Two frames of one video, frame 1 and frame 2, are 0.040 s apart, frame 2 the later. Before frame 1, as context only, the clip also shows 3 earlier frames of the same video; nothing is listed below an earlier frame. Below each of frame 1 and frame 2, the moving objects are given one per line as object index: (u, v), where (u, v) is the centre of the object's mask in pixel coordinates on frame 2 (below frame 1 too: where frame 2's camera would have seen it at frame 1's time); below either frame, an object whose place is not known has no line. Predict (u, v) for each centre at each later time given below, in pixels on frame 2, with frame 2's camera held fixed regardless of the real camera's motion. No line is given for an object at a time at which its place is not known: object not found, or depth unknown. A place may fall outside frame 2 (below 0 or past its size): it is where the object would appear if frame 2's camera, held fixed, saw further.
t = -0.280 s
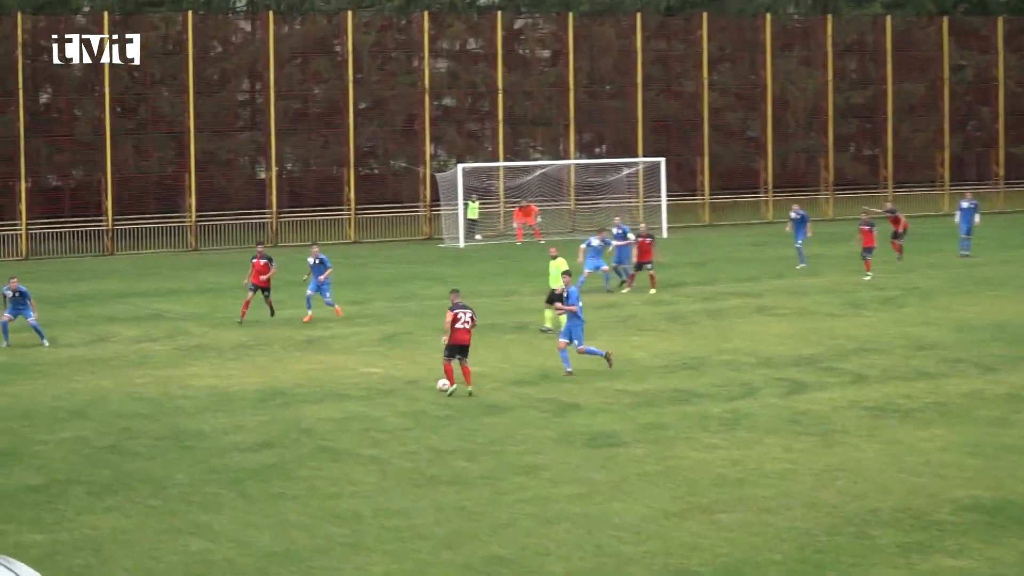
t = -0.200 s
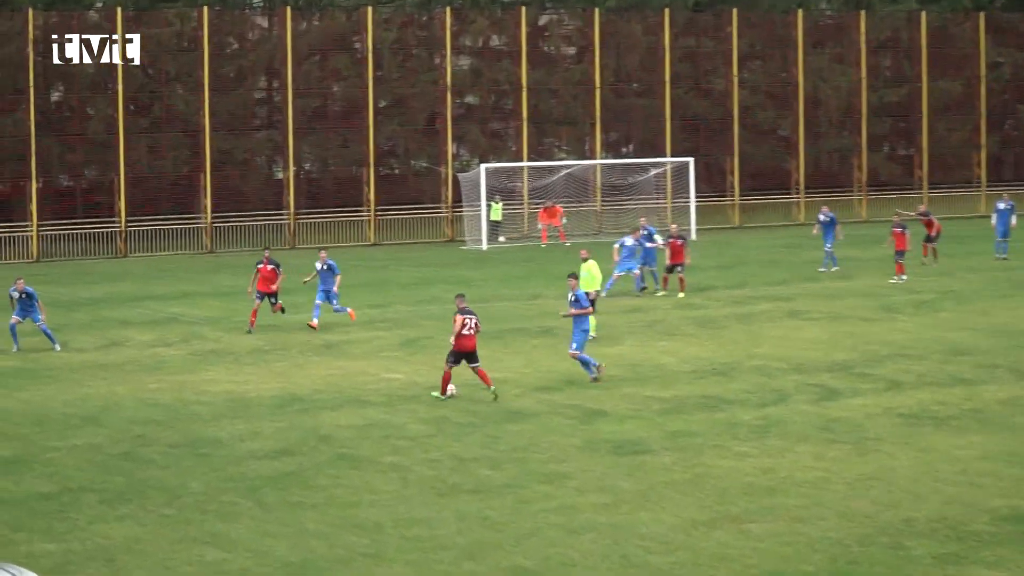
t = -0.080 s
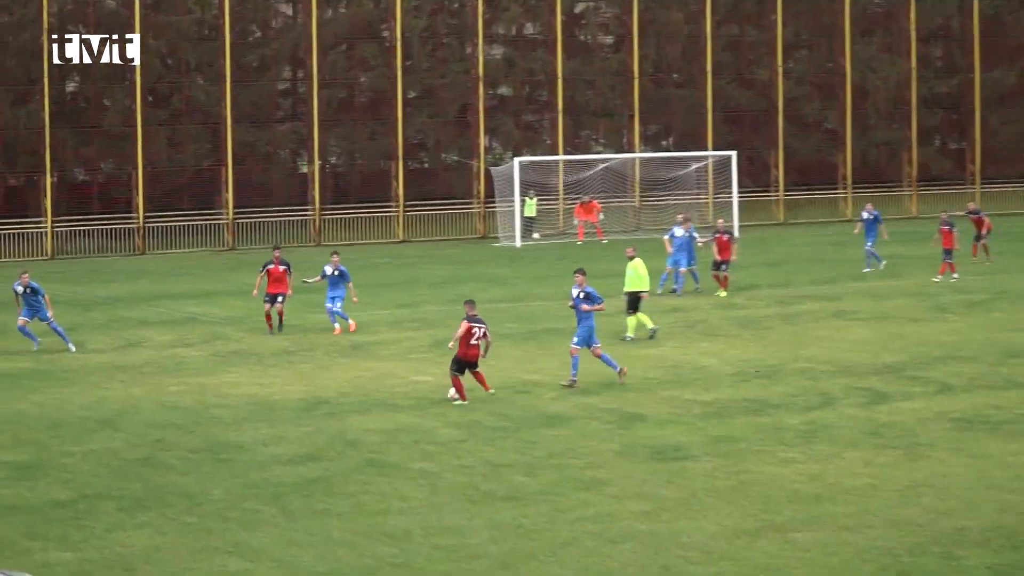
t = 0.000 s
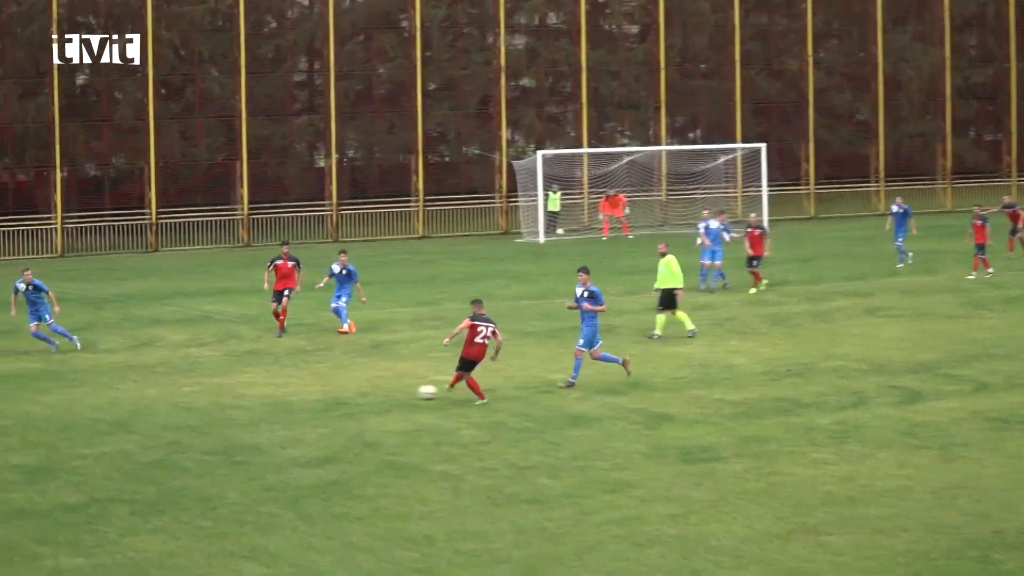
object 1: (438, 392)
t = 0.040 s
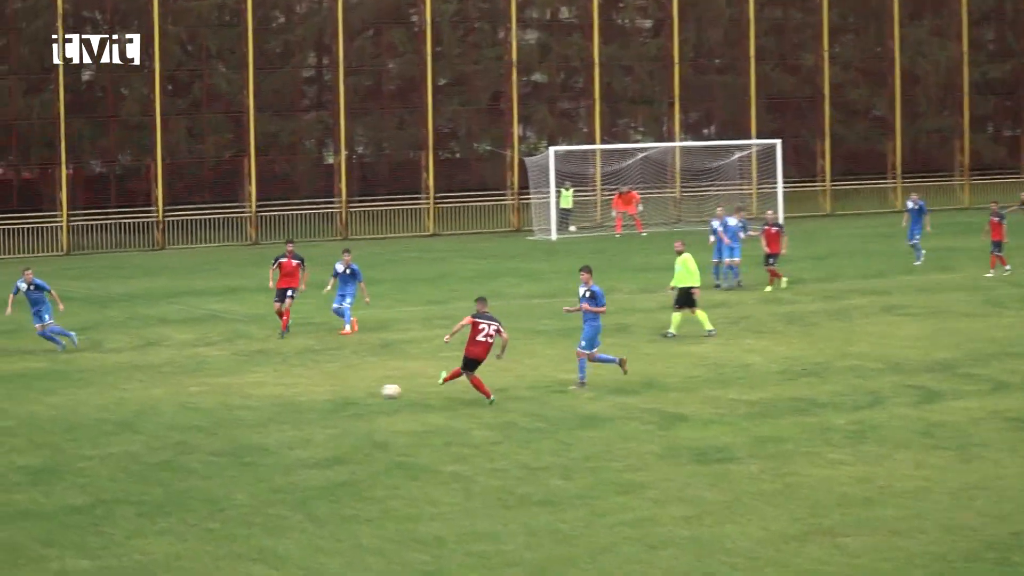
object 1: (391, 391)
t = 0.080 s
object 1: (346, 389)
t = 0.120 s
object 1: (303, 388)
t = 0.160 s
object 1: (259, 385)
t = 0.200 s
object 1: (217, 385)
